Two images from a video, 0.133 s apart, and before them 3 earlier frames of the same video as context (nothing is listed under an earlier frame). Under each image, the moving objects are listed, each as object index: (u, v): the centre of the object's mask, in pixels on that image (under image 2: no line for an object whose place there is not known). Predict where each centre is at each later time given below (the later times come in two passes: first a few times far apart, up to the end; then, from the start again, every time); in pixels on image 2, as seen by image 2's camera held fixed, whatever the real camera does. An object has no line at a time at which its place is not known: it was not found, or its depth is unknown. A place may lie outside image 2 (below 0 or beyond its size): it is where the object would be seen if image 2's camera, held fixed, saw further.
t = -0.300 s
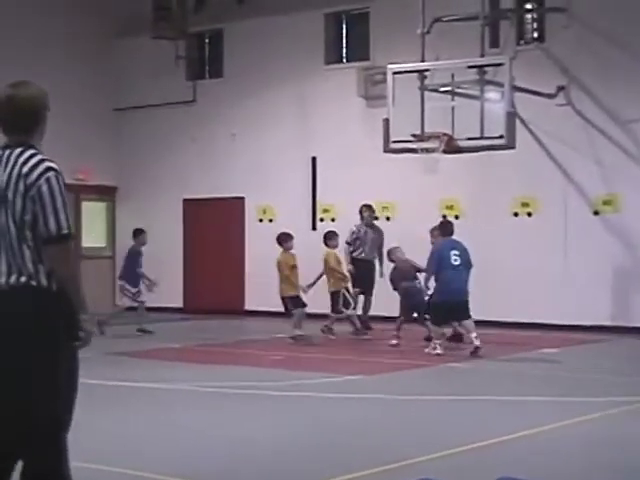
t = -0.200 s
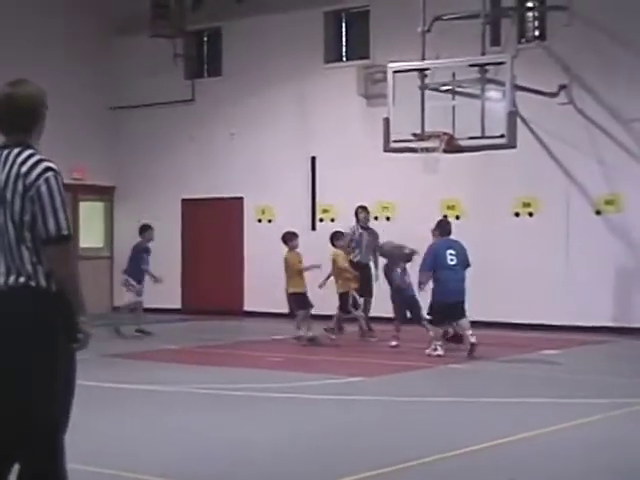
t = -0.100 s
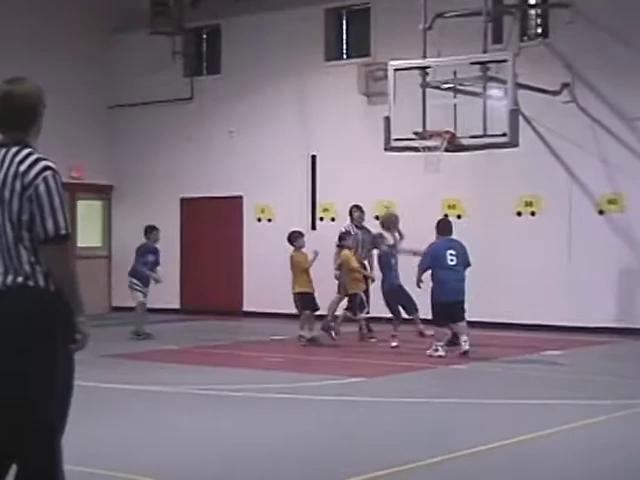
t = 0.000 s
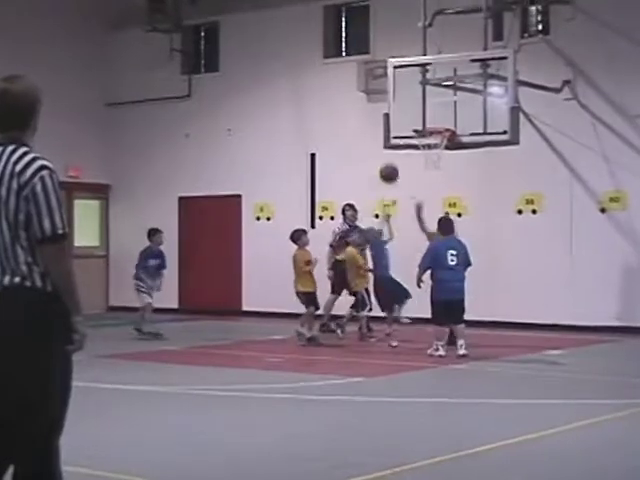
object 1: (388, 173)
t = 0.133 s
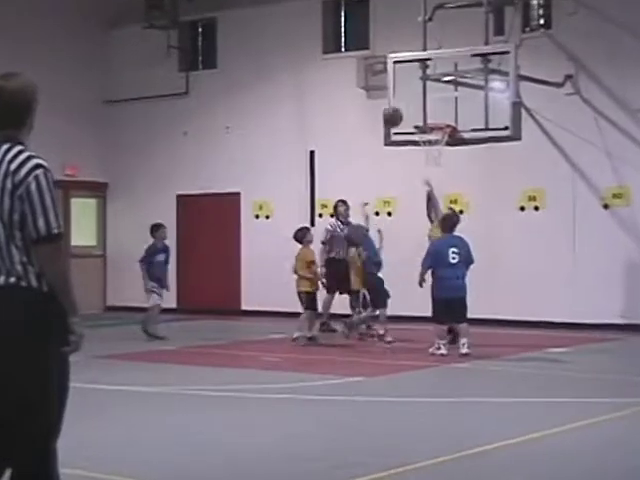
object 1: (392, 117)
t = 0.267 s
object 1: (396, 82)
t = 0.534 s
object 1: (401, 61)
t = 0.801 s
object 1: (405, 95)
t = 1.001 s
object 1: (386, 151)
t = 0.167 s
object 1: (393, 107)
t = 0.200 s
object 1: (394, 98)
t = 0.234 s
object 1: (394, 90)
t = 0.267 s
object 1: (396, 82)
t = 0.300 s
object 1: (396, 76)
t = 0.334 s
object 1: (397, 72)
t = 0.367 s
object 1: (398, 67)
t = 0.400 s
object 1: (398, 64)
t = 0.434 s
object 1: (399, 61)
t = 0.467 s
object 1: (400, 61)
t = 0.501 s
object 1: (401, 60)
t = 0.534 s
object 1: (401, 61)
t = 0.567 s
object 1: (402, 62)
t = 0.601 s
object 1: (402, 64)
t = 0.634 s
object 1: (403, 68)
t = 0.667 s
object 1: (404, 72)
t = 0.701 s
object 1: (404, 76)
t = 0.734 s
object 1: (406, 82)
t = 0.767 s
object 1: (406, 89)
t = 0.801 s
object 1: (405, 95)
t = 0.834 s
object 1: (403, 102)
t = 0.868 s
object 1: (400, 110)
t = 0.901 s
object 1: (397, 118)
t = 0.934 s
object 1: (392, 127)
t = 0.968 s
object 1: (389, 140)
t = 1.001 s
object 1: (386, 151)
